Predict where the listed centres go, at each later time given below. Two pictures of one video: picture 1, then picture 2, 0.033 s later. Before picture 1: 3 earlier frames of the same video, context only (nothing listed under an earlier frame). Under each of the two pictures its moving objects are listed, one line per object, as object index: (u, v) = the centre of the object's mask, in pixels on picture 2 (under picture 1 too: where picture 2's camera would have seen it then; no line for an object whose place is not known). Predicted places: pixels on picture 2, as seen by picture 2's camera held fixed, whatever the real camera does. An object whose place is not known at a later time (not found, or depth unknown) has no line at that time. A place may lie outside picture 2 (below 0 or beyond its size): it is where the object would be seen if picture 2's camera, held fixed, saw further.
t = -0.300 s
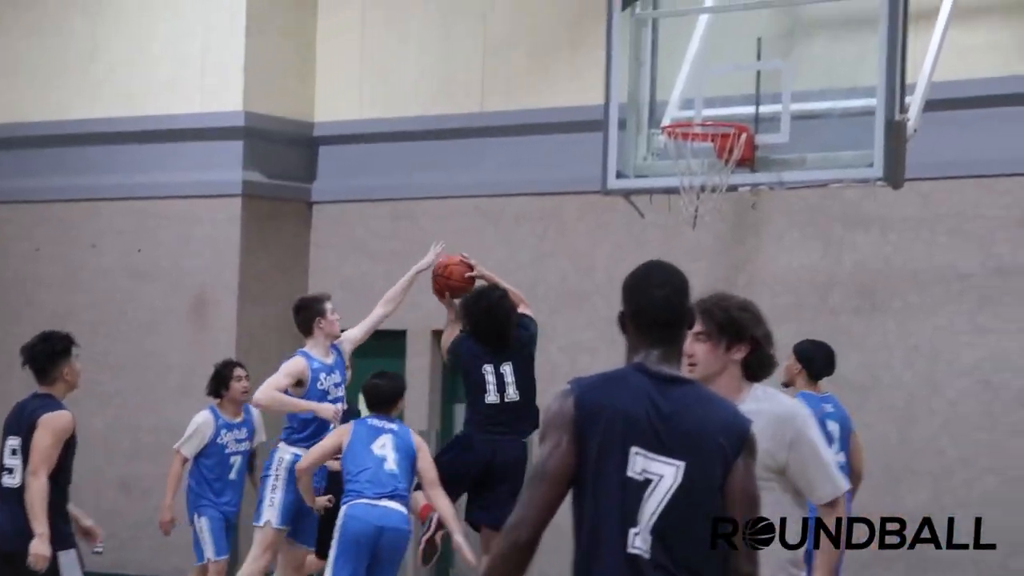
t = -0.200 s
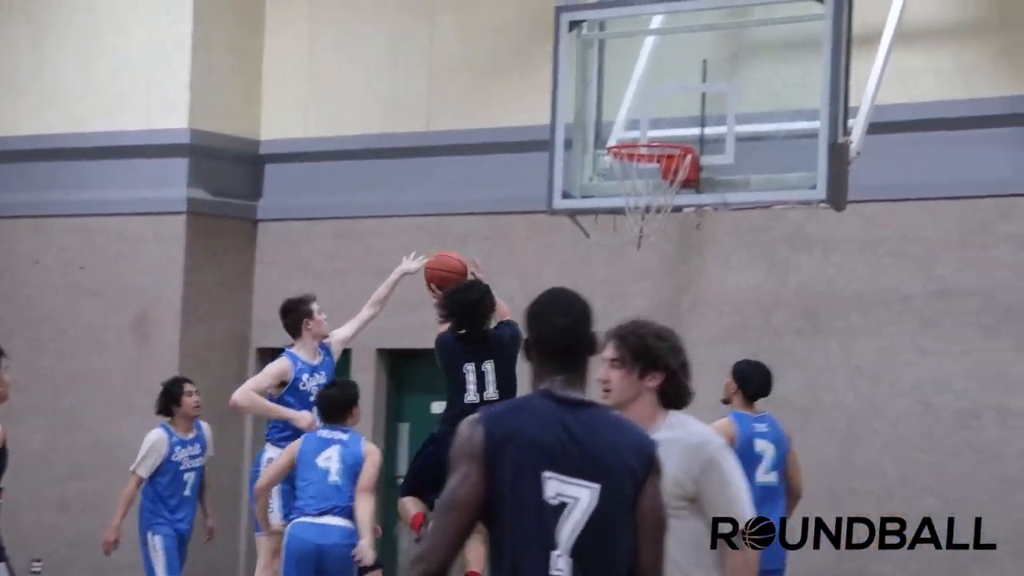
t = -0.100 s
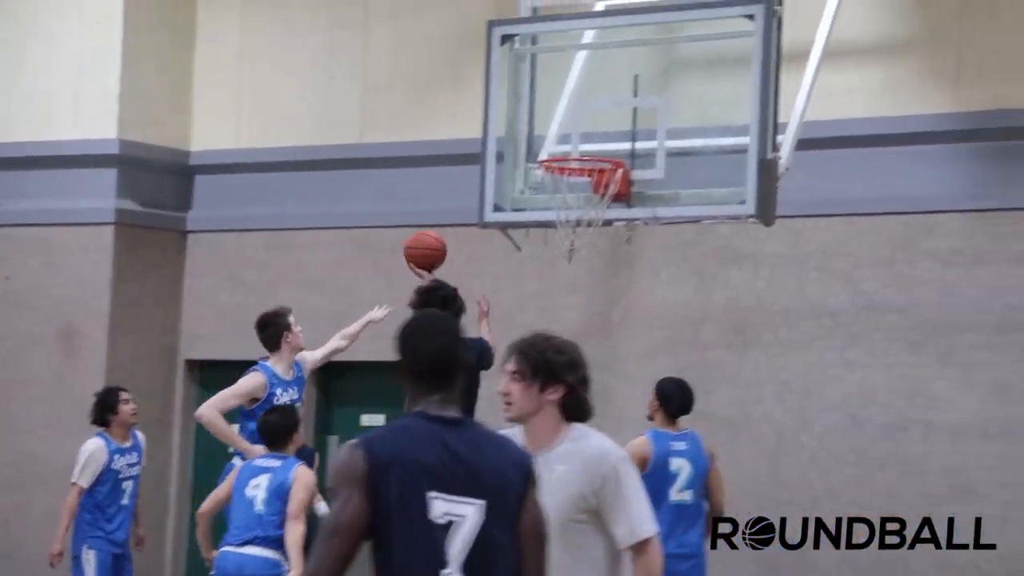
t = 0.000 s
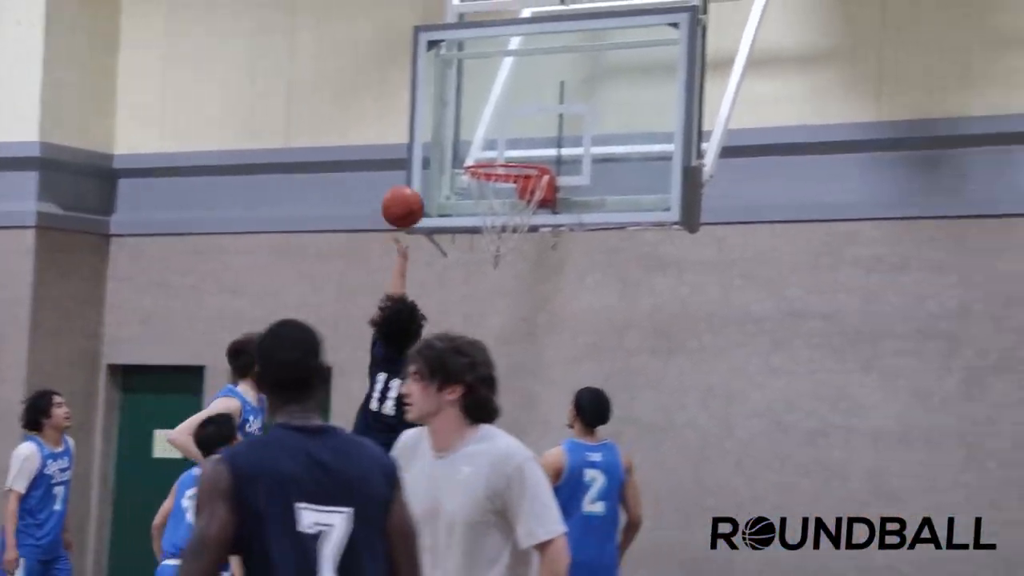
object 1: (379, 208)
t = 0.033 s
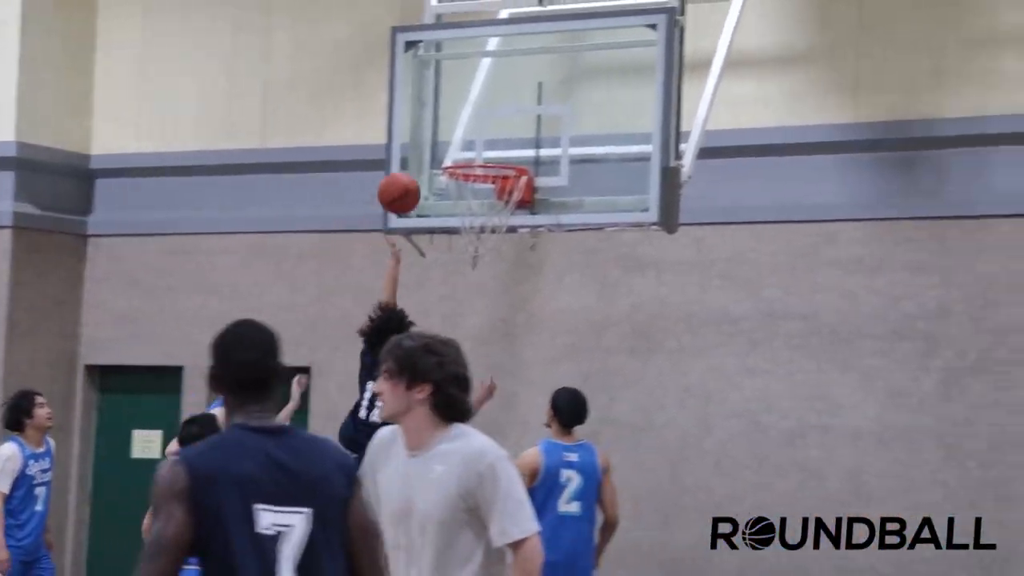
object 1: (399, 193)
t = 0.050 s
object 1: (408, 187)
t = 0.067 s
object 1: (417, 181)
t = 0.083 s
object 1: (425, 176)
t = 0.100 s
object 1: (432, 170)
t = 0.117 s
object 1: (439, 163)
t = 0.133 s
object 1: (450, 157)
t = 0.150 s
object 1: (460, 152)
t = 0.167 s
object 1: (468, 150)
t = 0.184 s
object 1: (477, 151)
